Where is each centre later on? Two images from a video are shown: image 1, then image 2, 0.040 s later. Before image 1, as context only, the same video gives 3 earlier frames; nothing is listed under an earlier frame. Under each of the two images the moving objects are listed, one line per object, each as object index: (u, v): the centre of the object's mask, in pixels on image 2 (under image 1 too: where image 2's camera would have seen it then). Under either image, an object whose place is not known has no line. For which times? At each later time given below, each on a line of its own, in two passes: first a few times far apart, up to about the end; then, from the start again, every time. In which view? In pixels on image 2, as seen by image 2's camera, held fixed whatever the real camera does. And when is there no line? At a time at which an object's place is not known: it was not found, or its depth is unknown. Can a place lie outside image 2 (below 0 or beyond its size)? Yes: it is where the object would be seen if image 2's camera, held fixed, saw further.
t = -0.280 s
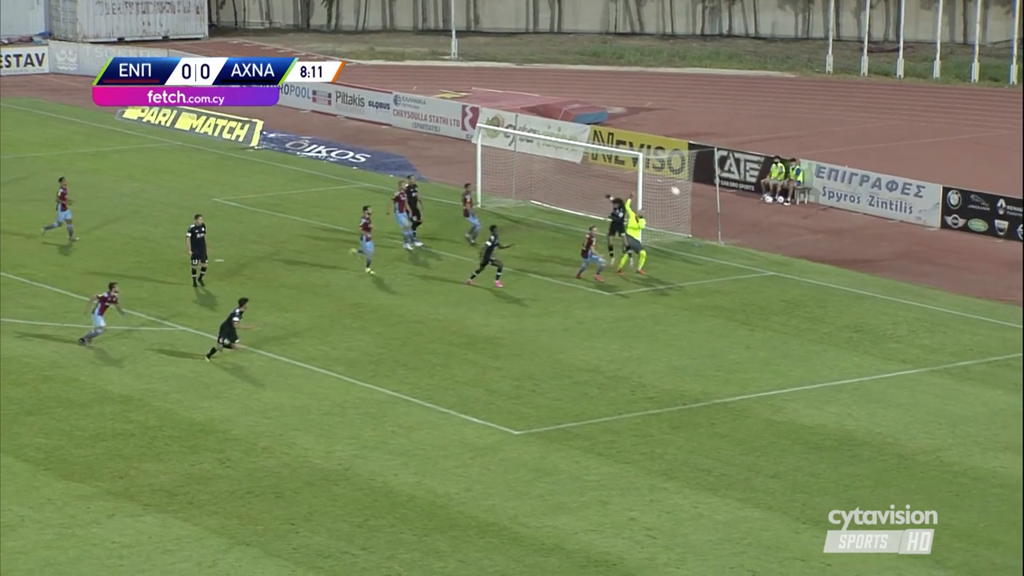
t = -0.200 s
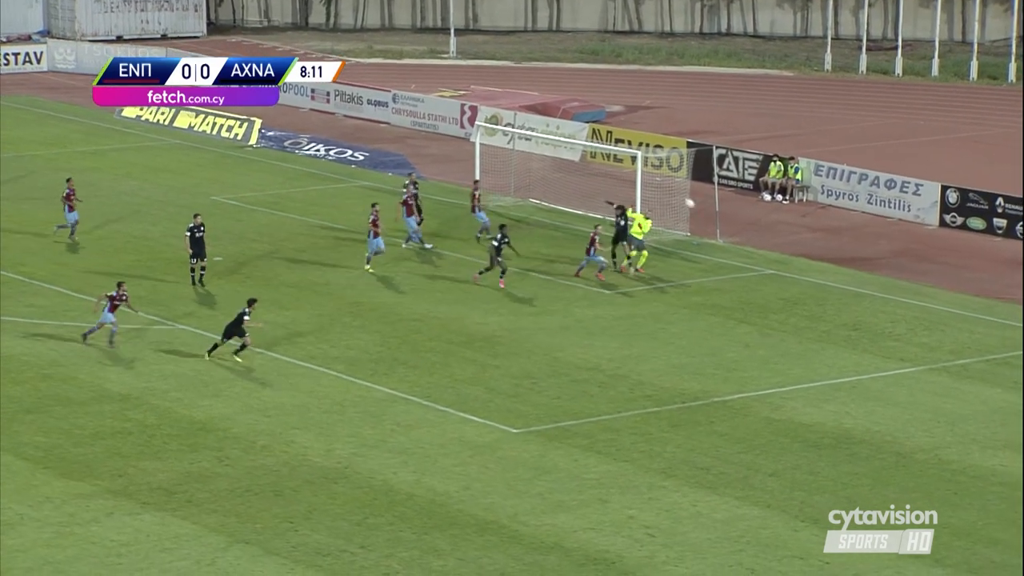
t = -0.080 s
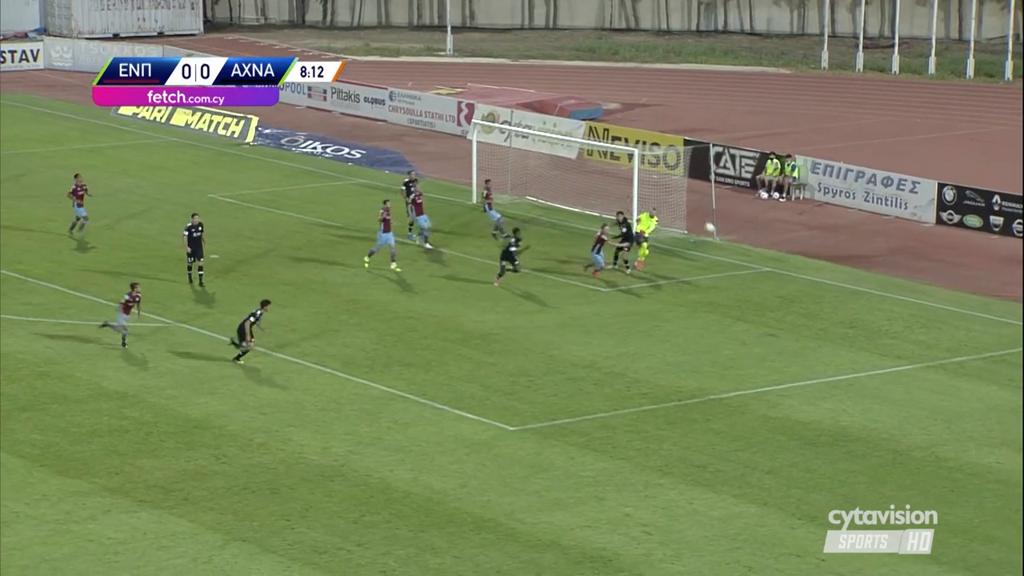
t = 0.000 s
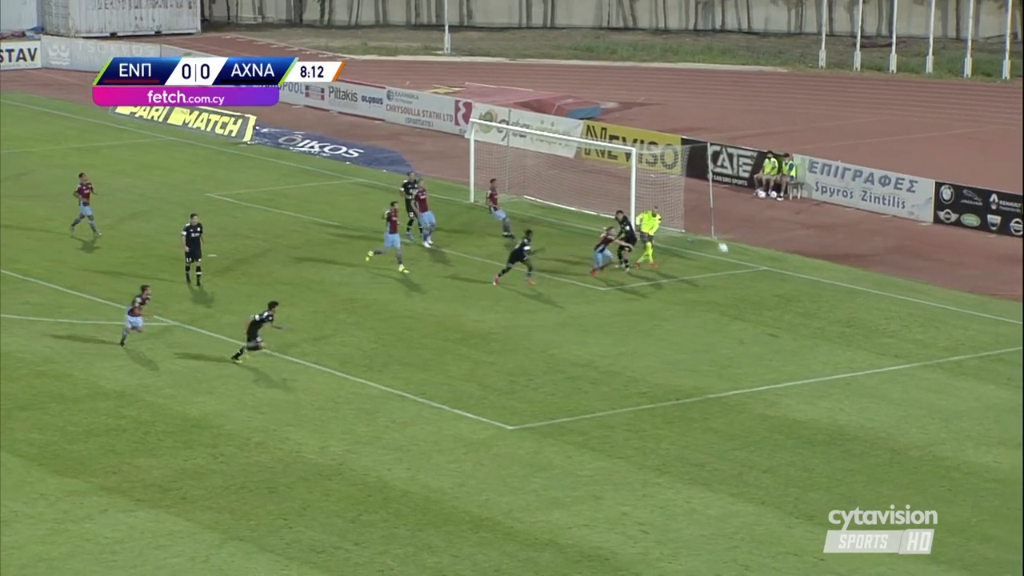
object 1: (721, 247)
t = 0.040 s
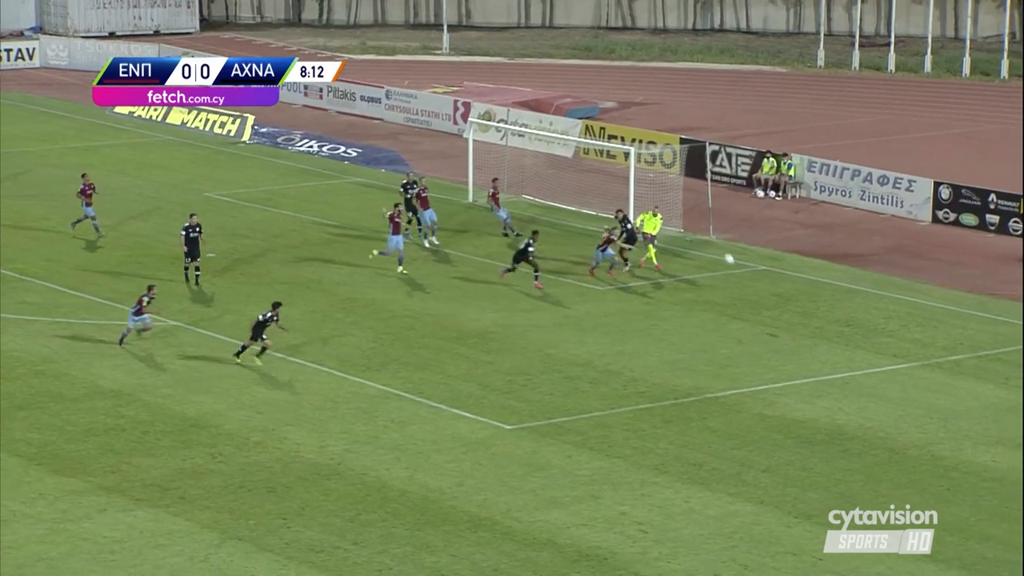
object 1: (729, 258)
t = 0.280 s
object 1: (773, 324)
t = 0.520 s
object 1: (816, 306)
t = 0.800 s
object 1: (866, 319)
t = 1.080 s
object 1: (915, 370)
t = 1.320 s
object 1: (960, 374)
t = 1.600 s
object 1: (1013, 394)
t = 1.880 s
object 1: (1065, 413)
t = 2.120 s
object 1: (1109, 432)
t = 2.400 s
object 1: (1158, 445)
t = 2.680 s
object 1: (1207, 467)
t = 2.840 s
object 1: (1234, 476)
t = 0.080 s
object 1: (736, 271)
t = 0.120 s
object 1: (744, 285)
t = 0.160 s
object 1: (751, 299)
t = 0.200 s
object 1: (758, 314)
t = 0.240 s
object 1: (766, 328)
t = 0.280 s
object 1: (773, 324)
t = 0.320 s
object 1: (780, 319)
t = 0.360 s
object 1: (787, 315)
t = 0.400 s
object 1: (794, 311)
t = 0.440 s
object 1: (802, 309)
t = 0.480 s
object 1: (809, 307)
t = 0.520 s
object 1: (816, 306)
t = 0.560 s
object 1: (823, 306)
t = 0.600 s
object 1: (830, 306)
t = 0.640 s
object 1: (838, 307)
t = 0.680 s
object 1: (845, 309)
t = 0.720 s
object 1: (852, 312)
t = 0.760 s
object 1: (859, 315)
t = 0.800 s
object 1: (866, 319)
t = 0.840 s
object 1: (873, 324)
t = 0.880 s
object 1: (880, 330)
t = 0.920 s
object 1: (887, 336)
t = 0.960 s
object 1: (895, 343)
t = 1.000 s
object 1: (902, 351)
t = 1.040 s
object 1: (909, 360)
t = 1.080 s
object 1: (915, 370)
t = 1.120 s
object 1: (922, 380)
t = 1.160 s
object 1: (930, 379)
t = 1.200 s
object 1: (937, 377)
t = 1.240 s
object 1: (945, 375)
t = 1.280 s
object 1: (952, 374)
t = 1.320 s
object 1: (960, 374)
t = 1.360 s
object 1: (967, 375)
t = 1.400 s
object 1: (975, 376)
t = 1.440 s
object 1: (983, 378)
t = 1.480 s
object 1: (990, 381)
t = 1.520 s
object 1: (998, 385)
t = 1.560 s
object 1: (1005, 389)
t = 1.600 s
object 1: (1013, 394)
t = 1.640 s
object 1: (1021, 400)
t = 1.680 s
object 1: (1029, 408)
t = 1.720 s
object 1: (1036, 416)
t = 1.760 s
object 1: (1043, 415)
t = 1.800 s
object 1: (1050, 414)
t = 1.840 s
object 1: (1058, 413)
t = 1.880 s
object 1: (1065, 413)
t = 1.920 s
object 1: (1072, 414)
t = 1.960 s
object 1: (1079, 416)
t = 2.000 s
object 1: (1087, 419)
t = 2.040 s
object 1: (1094, 422)
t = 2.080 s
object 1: (1101, 426)
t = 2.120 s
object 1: (1109, 432)
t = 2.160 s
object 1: (1115, 438)
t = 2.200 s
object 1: (1123, 444)
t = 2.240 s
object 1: (1130, 443)
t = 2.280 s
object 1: (1137, 442)
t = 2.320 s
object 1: (1144, 442)
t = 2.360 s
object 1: (1151, 443)
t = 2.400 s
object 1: (1158, 445)
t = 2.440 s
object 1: (1166, 448)
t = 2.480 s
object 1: (1172, 452)
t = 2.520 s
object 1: (1180, 456)
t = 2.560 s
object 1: (1187, 462)
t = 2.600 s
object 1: (1194, 467)
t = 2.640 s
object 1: (1200, 467)
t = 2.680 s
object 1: (1207, 467)
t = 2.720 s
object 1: (1214, 468)
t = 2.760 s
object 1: (1221, 470)
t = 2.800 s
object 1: (1227, 473)
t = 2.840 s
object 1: (1234, 476)
